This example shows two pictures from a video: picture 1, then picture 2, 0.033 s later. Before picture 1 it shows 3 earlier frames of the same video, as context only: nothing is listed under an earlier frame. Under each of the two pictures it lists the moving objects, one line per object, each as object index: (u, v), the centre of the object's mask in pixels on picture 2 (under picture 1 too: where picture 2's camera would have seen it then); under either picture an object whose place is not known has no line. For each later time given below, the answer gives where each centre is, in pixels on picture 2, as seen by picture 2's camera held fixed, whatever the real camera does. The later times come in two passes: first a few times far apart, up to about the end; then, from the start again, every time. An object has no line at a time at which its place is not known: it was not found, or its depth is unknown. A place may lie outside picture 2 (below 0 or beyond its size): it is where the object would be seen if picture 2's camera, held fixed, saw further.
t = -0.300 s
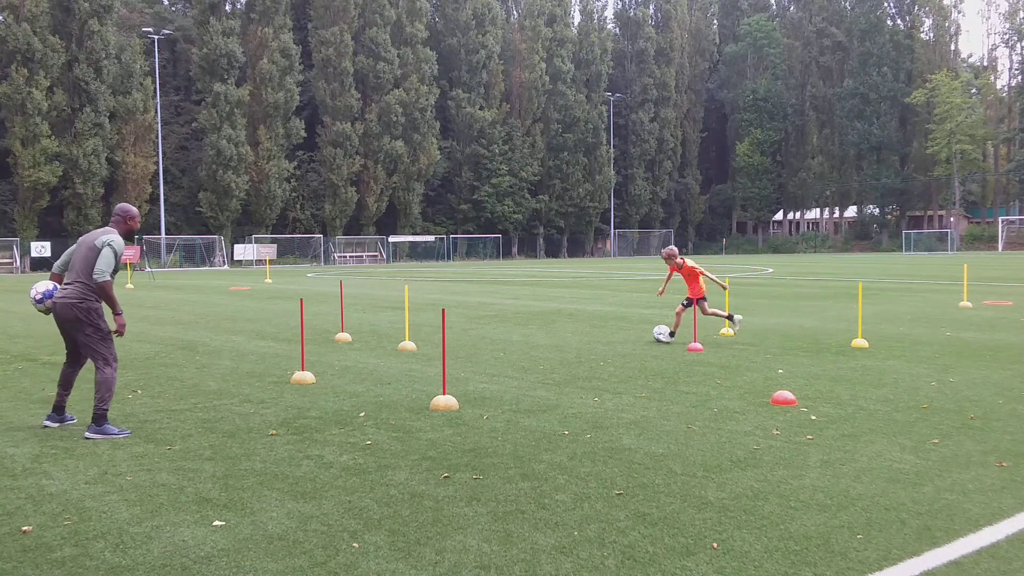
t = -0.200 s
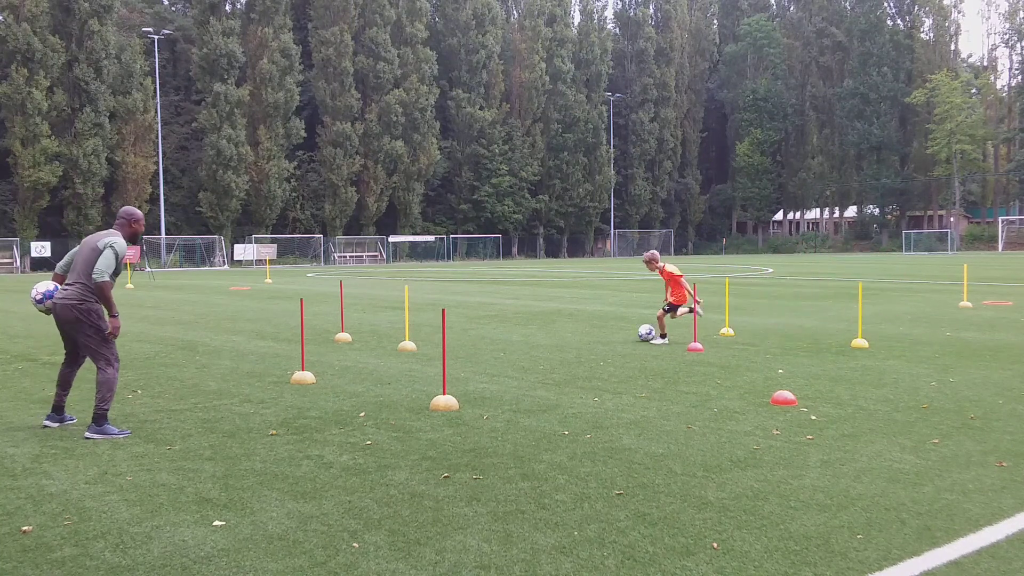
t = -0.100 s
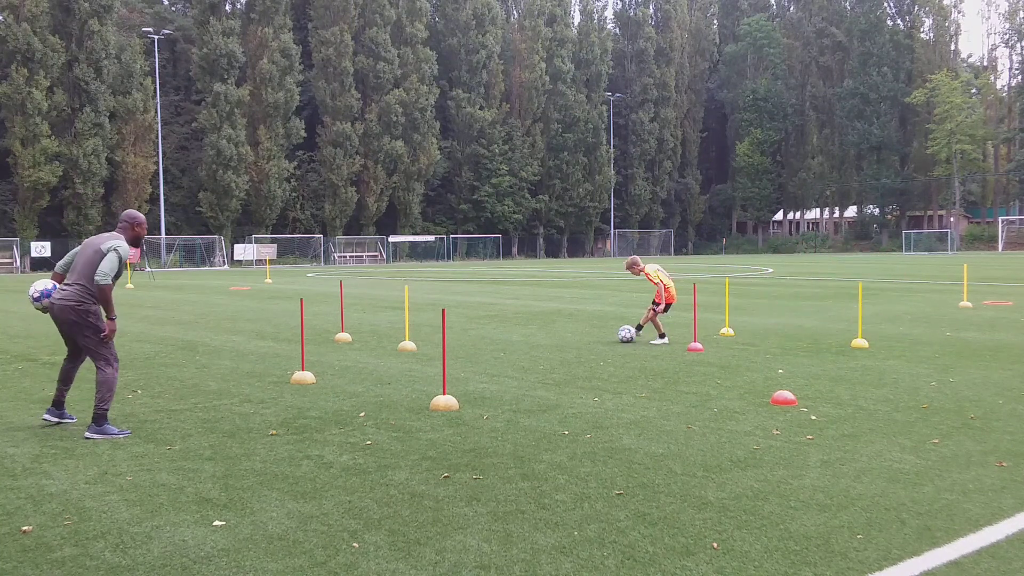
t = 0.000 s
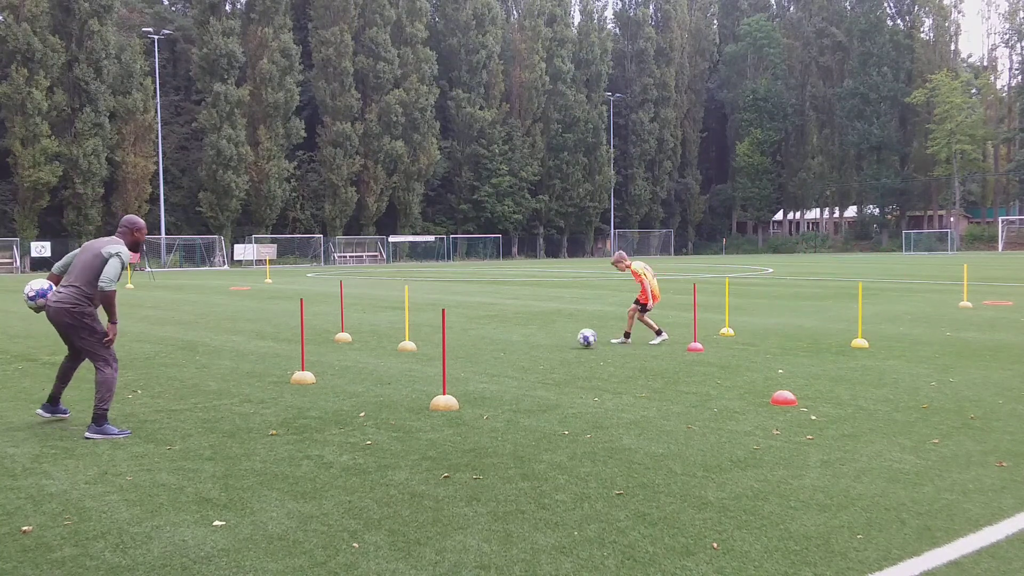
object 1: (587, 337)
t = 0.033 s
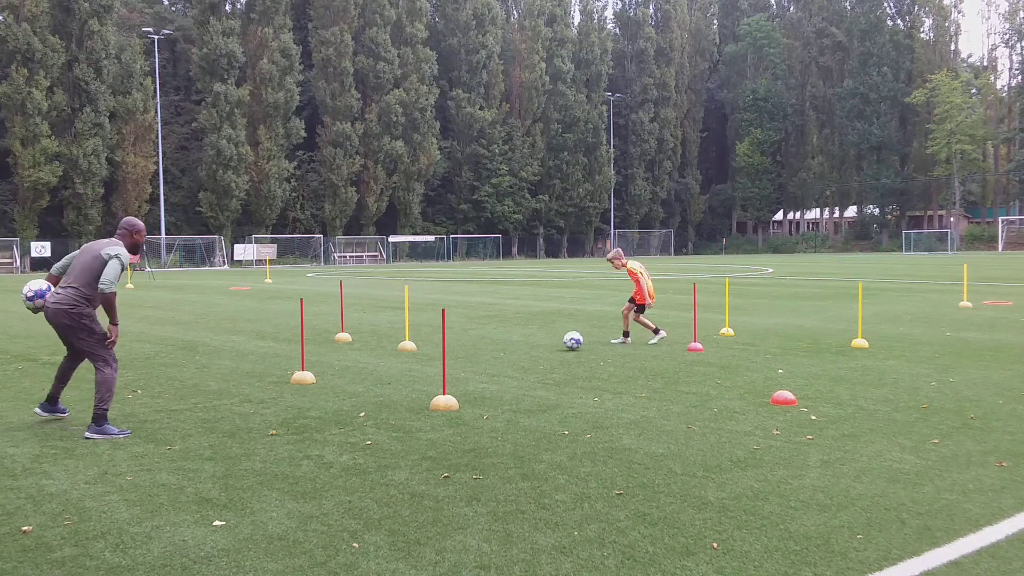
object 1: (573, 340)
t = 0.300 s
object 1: (463, 356)
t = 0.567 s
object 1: (351, 370)
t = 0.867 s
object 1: (207, 391)
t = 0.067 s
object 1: (559, 344)
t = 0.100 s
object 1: (545, 344)
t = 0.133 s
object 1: (532, 345)
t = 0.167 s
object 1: (518, 348)
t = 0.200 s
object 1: (504, 351)
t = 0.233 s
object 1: (491, 353)
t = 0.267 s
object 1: (477, 354)
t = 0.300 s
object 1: (463, 356)
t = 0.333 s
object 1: (450, 359)
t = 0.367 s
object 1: (434, 359)
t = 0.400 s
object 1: (422, 360)
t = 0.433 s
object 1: (408, 362)
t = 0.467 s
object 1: (394, 365)
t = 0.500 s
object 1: (380, 367)
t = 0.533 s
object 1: (366, 368)
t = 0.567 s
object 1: (351, 370)
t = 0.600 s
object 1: (336, 373)
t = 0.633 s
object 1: (322, 375)
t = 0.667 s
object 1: (306, 376)
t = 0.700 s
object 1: (290, 378)
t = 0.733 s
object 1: (275, 382)
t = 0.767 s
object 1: (259, 383)
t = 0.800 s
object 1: (242, 385)
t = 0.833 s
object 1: (224, 388)
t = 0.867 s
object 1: (207, 391)
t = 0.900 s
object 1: (190, 392)
